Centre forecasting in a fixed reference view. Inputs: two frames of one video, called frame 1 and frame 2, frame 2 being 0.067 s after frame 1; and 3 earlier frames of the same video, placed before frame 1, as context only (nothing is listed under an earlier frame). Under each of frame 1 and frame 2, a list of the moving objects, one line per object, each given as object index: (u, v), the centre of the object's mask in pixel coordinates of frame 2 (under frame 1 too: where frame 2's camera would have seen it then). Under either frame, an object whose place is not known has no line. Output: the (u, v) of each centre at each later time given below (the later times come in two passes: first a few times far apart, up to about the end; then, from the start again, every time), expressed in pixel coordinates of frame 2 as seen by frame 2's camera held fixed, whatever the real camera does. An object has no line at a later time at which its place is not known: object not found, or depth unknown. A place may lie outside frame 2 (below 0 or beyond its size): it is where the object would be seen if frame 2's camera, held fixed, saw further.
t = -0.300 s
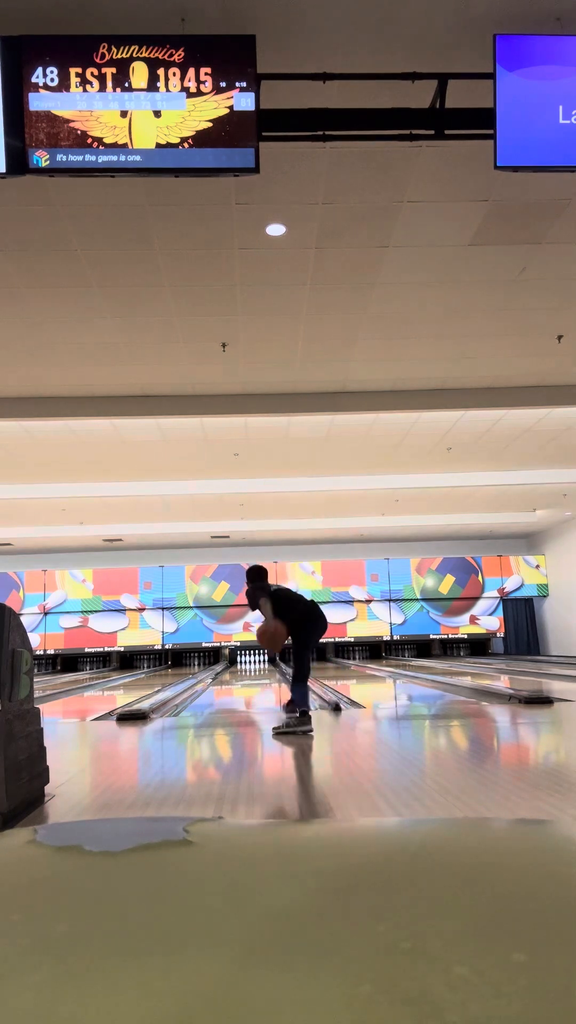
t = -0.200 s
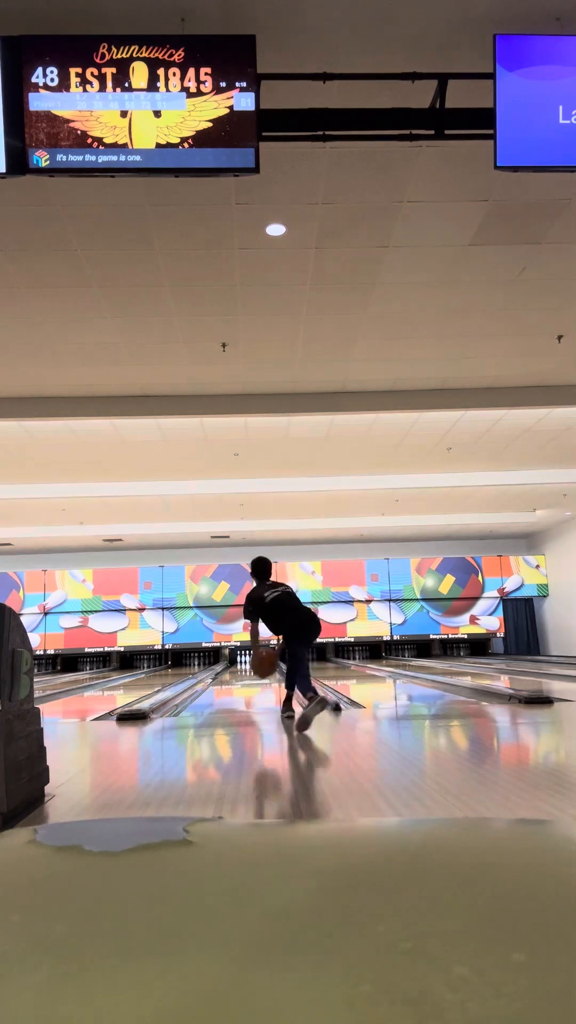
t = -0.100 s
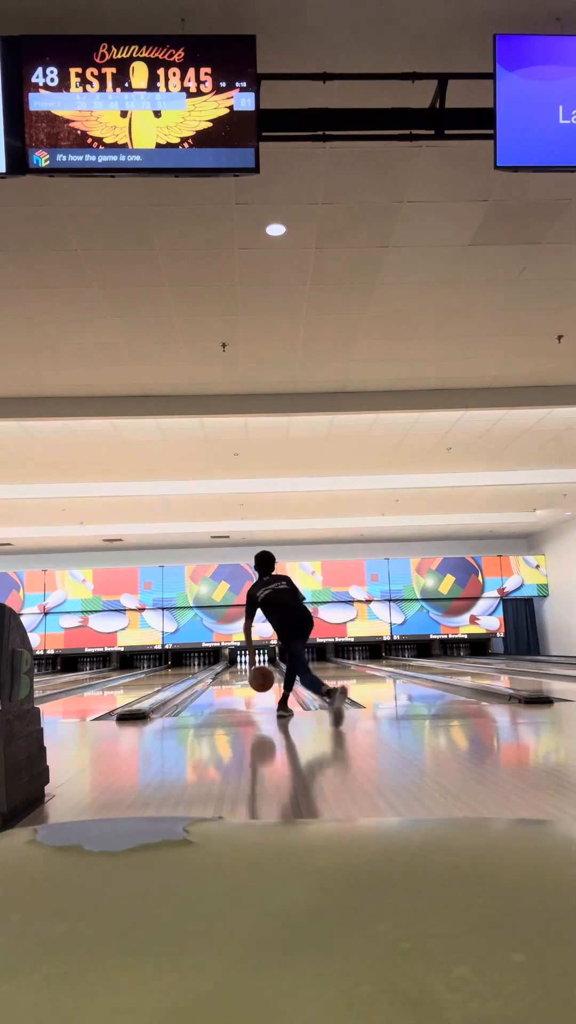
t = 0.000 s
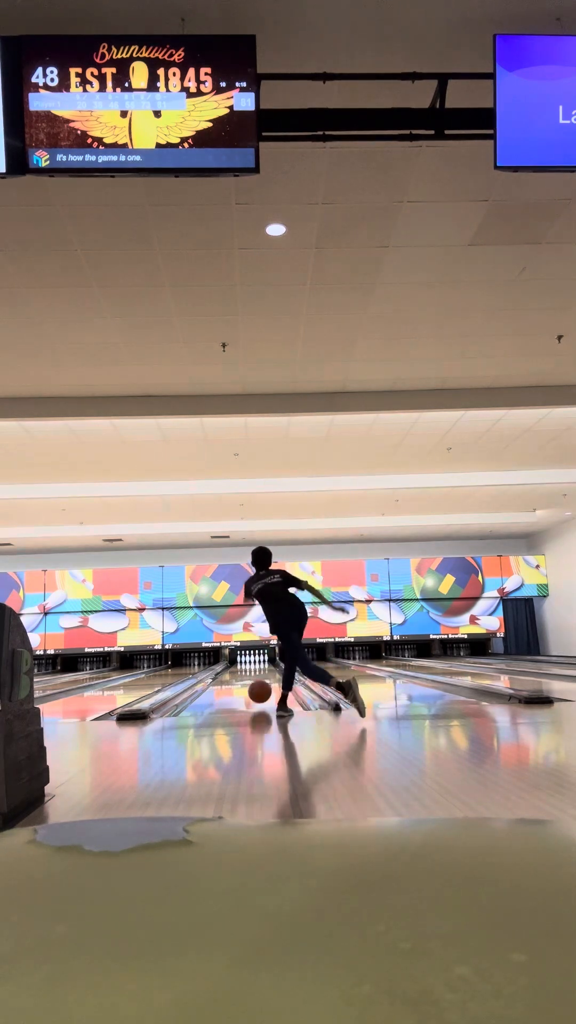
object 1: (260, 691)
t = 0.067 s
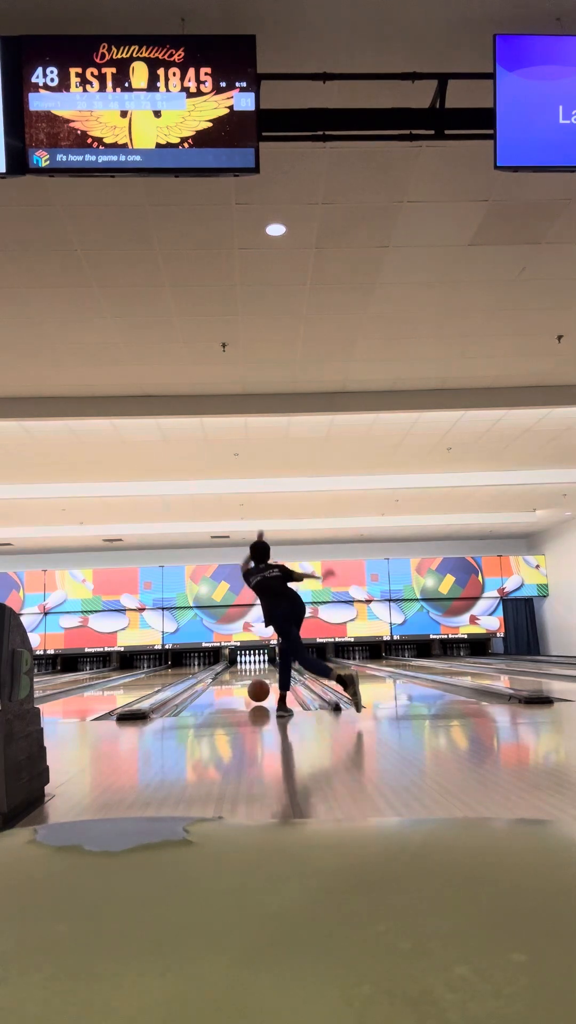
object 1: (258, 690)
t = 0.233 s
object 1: (256, 687)
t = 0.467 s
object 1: (254, 680)
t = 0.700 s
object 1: (253, 676)
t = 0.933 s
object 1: (252, 672)
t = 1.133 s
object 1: (251, 671)
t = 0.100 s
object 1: (258, 690)
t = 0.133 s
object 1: (257, 689)
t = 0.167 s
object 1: (257, 688)
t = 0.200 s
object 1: (257, 687)
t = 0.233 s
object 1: (256, 687)
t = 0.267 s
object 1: (256, 685)
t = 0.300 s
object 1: (255, 684)
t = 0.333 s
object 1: (255, 683)
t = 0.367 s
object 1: (255, 683)
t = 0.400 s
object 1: (255, 682)
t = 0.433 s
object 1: (254, 681)
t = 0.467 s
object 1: (254, 680)
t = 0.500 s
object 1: (254, 679)
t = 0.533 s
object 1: (254, 679)
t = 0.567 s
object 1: (254, 678)
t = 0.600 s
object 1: (253, 677)
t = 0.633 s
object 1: (253, 677)
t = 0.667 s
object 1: (253, 676)
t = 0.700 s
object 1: (253, 676)
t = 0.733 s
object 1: (253, 675)
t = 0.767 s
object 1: (253, 675)
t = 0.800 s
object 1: (253, 674)
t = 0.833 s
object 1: (252, 674)
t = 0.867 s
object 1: (252, 673)
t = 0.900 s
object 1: (252, 673)
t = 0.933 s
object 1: (252, 672)
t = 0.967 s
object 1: (252, 672)
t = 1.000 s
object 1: (252, 672)
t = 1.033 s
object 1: (252, 672)
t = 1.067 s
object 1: (252, 671)
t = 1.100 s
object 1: (252, 671)
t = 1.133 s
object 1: (251, 671)
